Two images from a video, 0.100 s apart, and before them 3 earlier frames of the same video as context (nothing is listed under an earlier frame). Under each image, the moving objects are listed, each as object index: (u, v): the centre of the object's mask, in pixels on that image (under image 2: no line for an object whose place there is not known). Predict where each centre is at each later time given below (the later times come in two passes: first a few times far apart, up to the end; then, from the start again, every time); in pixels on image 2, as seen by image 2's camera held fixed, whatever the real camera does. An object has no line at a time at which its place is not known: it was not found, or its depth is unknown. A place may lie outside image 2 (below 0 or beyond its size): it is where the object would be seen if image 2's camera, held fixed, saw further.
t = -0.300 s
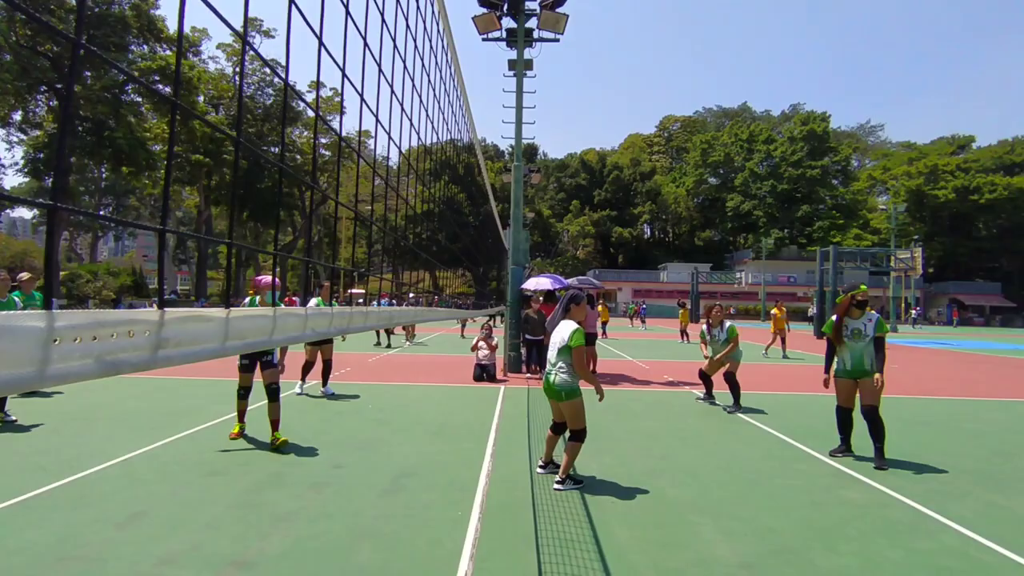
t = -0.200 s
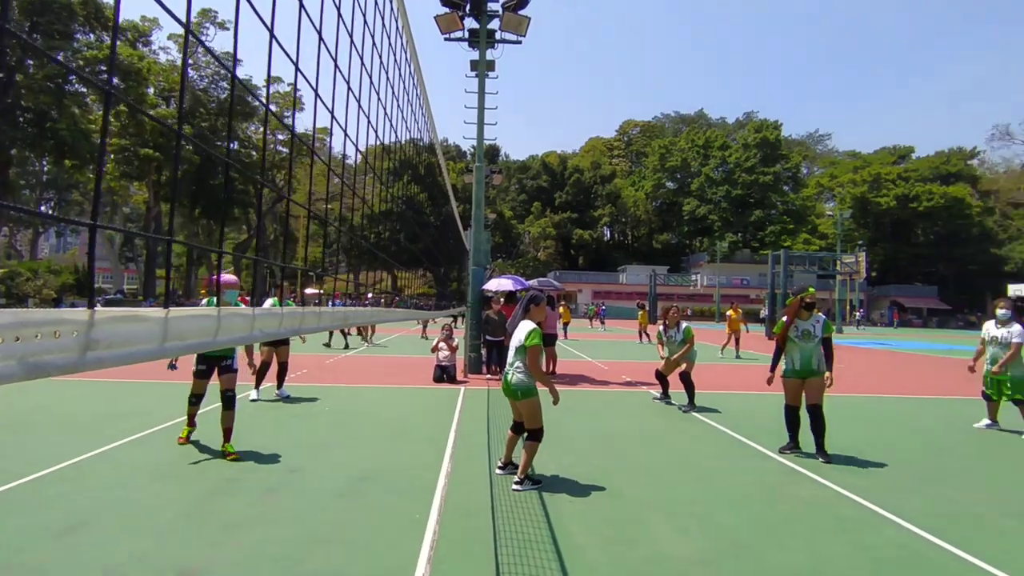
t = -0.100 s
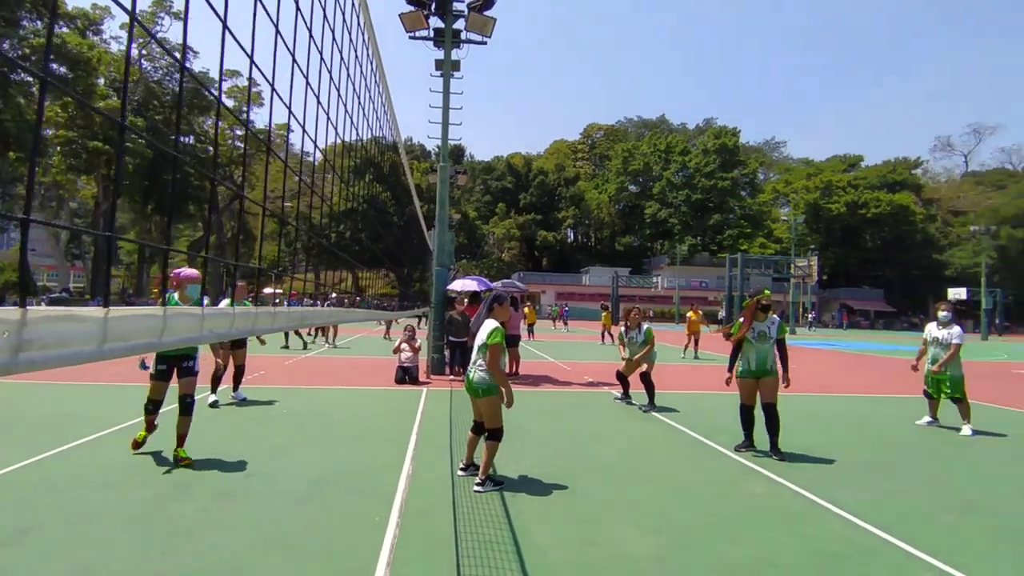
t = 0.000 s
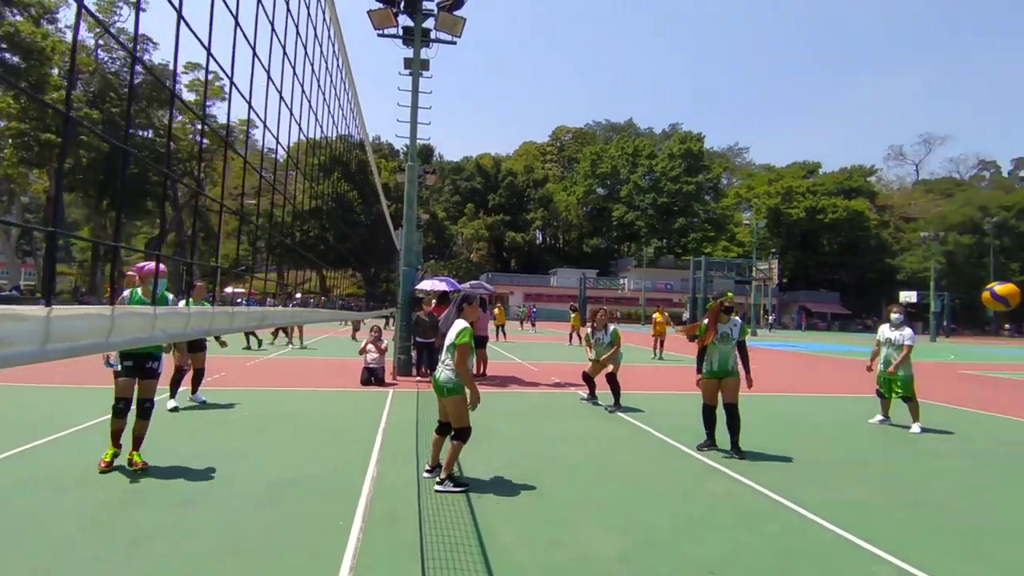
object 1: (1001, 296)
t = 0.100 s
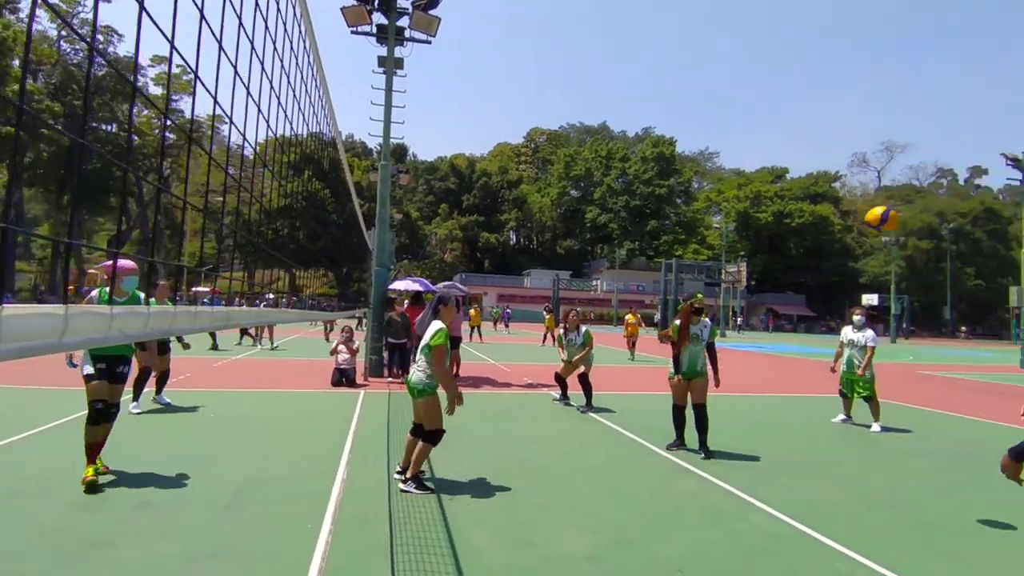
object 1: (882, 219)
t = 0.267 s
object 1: (759, 119)
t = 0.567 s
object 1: (553, 26)
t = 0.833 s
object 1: (374, 41)
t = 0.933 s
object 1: (309, 72)
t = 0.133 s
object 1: (856, 196)
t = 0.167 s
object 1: (831, 175)
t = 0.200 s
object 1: (806, 155)
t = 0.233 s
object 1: (783, 136)
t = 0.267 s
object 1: (759, 119)
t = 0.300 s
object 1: (736, 103)
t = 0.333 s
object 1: (712, 89)
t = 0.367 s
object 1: (689, 76)
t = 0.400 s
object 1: (666, 64)
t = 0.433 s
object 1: (644, 54)
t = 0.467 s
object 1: (621, 45)
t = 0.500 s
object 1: (598, 37)
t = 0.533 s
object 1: (575, 31)
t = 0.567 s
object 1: (553, 26)
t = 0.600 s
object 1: (530, 23)
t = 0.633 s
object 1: (507, 21)
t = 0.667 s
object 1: (485, 20)
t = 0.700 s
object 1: (462, 21)
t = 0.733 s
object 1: (440, 24)
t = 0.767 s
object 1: (418, 28)
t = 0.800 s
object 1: (396, 34)
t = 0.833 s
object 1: (374, 41)
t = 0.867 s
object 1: (352, 50)
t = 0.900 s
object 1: (334, 60)
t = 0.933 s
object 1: (309, 72)
